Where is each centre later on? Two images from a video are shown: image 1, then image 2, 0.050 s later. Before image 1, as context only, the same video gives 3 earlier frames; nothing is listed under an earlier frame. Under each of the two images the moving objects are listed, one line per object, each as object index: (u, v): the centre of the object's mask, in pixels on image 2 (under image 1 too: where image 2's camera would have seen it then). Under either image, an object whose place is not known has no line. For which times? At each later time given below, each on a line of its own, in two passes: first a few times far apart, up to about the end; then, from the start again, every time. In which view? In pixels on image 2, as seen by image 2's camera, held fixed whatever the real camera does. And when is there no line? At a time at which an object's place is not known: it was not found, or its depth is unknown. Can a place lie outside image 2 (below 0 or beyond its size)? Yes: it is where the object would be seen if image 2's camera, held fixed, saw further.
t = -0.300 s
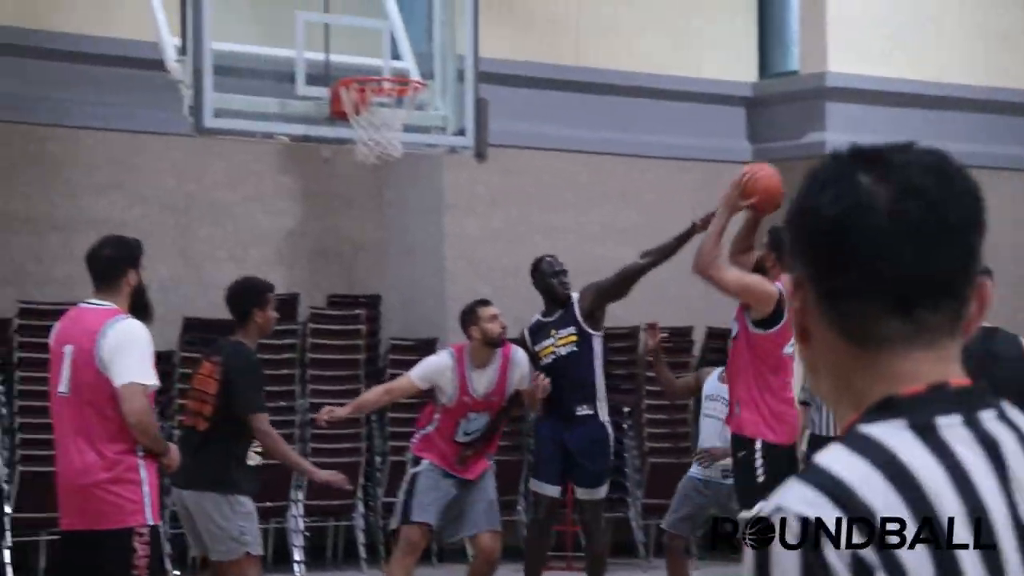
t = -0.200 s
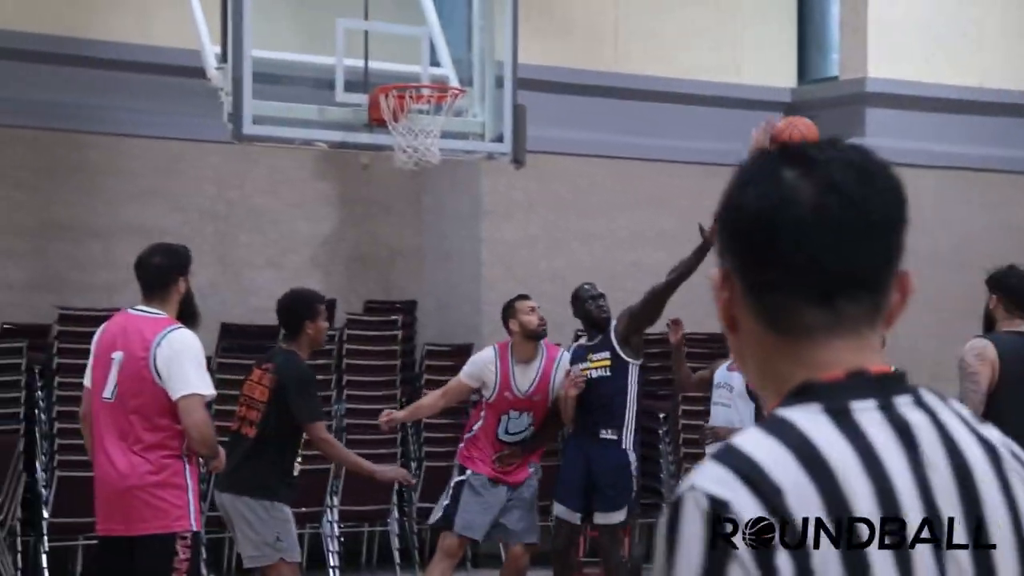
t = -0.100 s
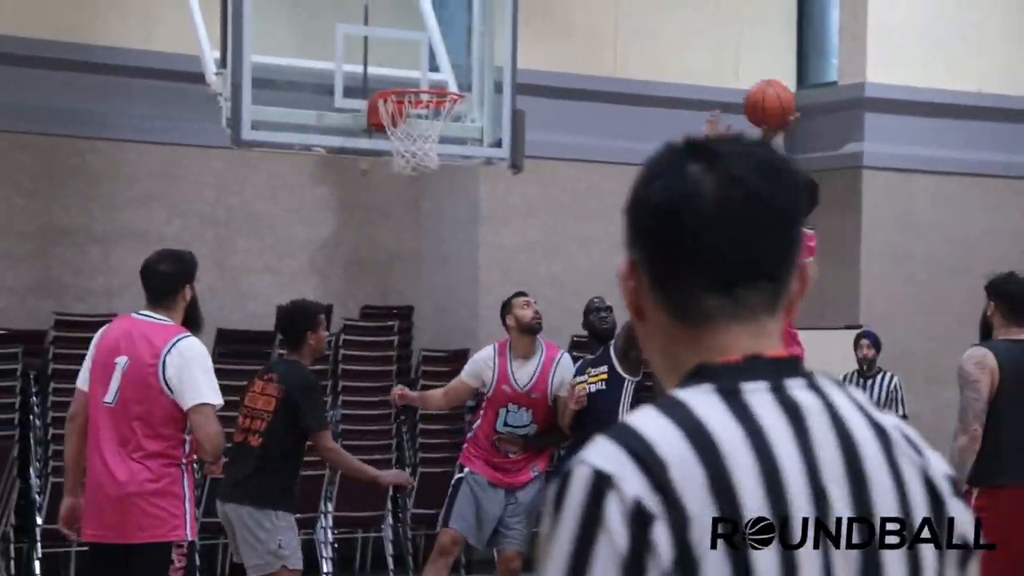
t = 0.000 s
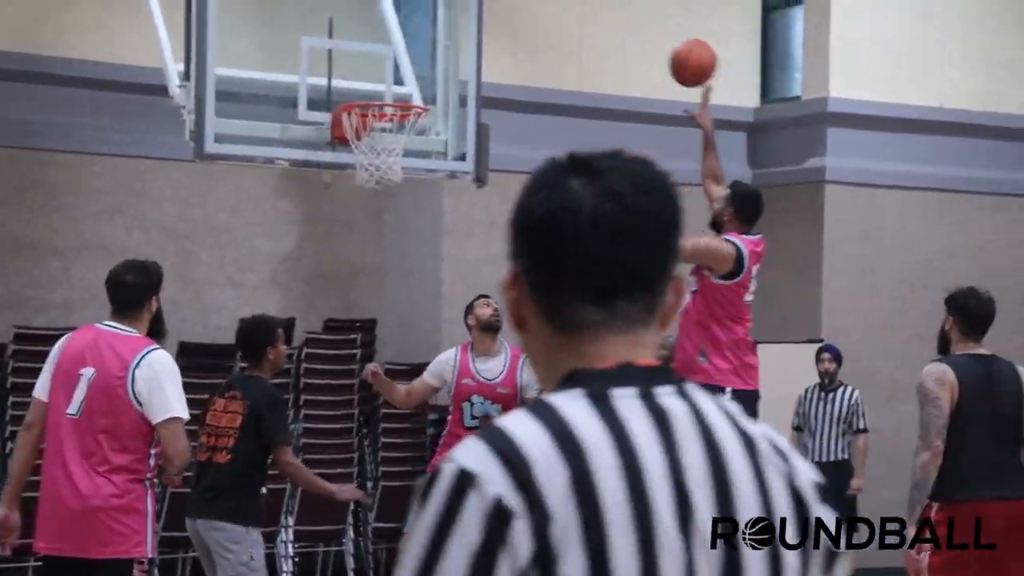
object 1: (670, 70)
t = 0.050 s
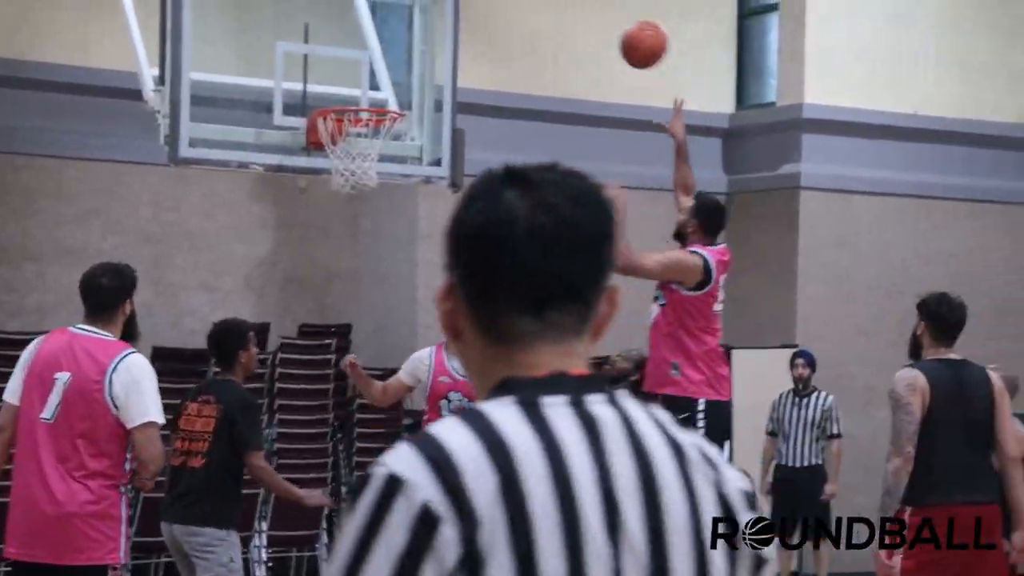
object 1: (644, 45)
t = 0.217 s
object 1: (562, 5)
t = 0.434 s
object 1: (461, 24)
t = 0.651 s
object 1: (383, 82)
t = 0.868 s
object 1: (342, 92)
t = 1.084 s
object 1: (329, 63)
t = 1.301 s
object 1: (330, 91)
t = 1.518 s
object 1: (356, 86)
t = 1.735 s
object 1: (360, 133)
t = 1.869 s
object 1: (356, 185)
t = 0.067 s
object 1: (635, 37)
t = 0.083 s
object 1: (627, 31)
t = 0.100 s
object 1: (619, 25)
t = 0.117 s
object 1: (611, 20)
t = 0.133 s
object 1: (603, 15)
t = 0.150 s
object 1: (594, 12)
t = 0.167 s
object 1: (586, 10)
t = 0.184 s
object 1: (578, 8)
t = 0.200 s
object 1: (570, 6)
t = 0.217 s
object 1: (562, 5)
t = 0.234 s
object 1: (554, 5)
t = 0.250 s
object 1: (546, 4)
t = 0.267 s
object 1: (538, 4)
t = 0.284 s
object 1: (530, 4)
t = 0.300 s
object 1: (522, 5)
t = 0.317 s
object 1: (514, 6)
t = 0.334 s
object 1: (506, 7)
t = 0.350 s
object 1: (499, 8)
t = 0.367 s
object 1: (491, 10)
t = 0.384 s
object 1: (483, 11)
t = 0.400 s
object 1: (476, 14)
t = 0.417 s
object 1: (469, 19)
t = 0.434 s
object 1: (461, 24)
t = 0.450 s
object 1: (454, 29)
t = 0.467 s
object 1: (447, 35)
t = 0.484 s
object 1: (440, 42)
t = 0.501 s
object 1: (432, 48)
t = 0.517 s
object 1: (425, 56)
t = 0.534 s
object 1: (418, 63)
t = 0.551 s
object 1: (411, 71)
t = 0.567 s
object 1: (403, 80)
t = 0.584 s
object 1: (397, 89)
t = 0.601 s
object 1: (392, 90)
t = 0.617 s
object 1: (390, 87)
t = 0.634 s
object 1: (386, 85)
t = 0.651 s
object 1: (383, 82)
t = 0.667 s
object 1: (380, 81)
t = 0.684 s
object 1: (377, 80)
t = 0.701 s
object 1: (374, 79)
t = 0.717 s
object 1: (370, 79)
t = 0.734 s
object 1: (367, 79)
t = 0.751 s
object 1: (364, 80)
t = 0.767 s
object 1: (361, 81)
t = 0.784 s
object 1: (358, 83)
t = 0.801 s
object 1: (354, 85)
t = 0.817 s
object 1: (351, 87)
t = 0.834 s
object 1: (348, 89)
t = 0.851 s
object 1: (345, 91)
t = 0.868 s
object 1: (342, 92)
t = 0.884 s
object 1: (340, 90)
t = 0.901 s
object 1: (339, 86)
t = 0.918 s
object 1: (338, 83)
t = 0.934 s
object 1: (336, 78)
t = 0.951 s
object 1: (335, 75)
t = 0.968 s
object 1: (333, 73)
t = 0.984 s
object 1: (332, 70)
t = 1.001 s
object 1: (330, 68)
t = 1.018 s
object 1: (329, 67)
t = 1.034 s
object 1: (328, 65)
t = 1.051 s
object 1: (329, 64)
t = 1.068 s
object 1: (329, 63)
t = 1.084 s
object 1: (329, 63)
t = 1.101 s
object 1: (329, 63)
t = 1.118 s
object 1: (329, 63)
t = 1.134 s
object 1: (329, 64)
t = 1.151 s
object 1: (329, 65)
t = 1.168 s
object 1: (329, 67)
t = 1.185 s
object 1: (329, 69)
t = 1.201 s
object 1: (329, 72)
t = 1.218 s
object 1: (329, 76)
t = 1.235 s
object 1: (329, 80)
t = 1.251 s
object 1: (329, 84)
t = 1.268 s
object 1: (329, 88)
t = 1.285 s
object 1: (329, 92)
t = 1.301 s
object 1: (330, 91)
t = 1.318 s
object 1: (332, 89)
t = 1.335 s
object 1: (334, 87)
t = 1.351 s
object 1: (336, 85)
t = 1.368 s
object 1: (338, 83)
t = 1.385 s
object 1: (340, 81)
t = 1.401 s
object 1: (342, 80)
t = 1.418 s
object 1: (344, 80)
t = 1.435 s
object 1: (346, 80)
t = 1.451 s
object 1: (348, 80)
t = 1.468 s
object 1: (350, 81)
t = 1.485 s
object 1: (352, 82)
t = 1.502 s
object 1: (354, 84)
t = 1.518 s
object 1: (356, 86)
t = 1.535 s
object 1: (358, 88)
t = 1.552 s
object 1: (360, 91)
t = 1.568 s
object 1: (362, 93)
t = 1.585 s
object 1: (364, 95)
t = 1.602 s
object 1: (366, 98)
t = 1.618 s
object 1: (366, 99)
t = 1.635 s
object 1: (367, 100)
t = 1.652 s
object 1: (366, 113)
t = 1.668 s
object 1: (366, 103)
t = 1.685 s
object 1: (366, 104)
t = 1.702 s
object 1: (365, 125)
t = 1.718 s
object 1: (361, 130)
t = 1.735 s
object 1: (360, 133)
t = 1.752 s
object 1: (361, 140)
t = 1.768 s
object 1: (361, 147)
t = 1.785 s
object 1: (359, 153)
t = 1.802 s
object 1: (357, 160)
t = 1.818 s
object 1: (358, 165)
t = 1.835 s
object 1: (358, 170)
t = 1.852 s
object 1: (357, 177)
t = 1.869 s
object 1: (356, 185)
